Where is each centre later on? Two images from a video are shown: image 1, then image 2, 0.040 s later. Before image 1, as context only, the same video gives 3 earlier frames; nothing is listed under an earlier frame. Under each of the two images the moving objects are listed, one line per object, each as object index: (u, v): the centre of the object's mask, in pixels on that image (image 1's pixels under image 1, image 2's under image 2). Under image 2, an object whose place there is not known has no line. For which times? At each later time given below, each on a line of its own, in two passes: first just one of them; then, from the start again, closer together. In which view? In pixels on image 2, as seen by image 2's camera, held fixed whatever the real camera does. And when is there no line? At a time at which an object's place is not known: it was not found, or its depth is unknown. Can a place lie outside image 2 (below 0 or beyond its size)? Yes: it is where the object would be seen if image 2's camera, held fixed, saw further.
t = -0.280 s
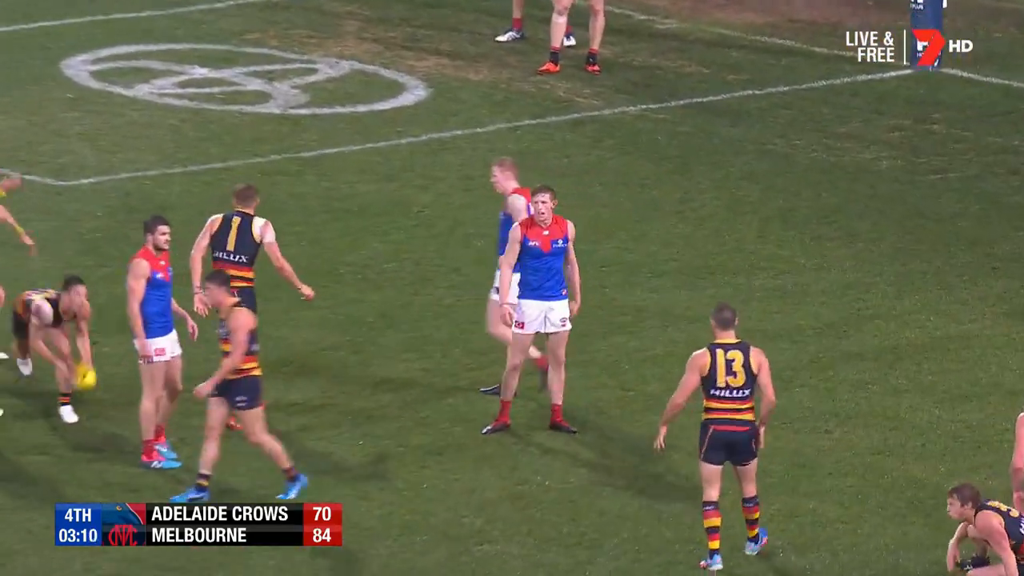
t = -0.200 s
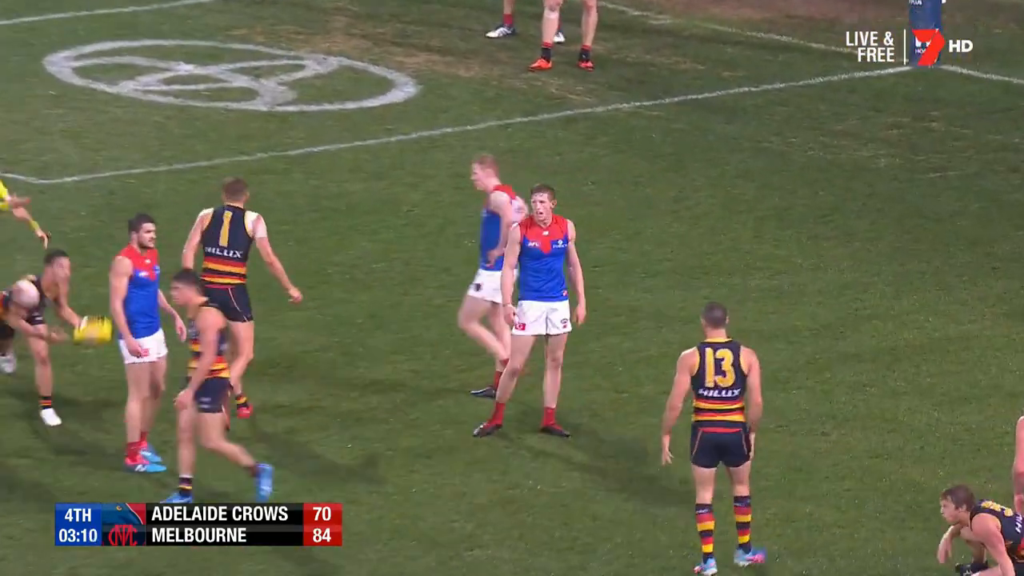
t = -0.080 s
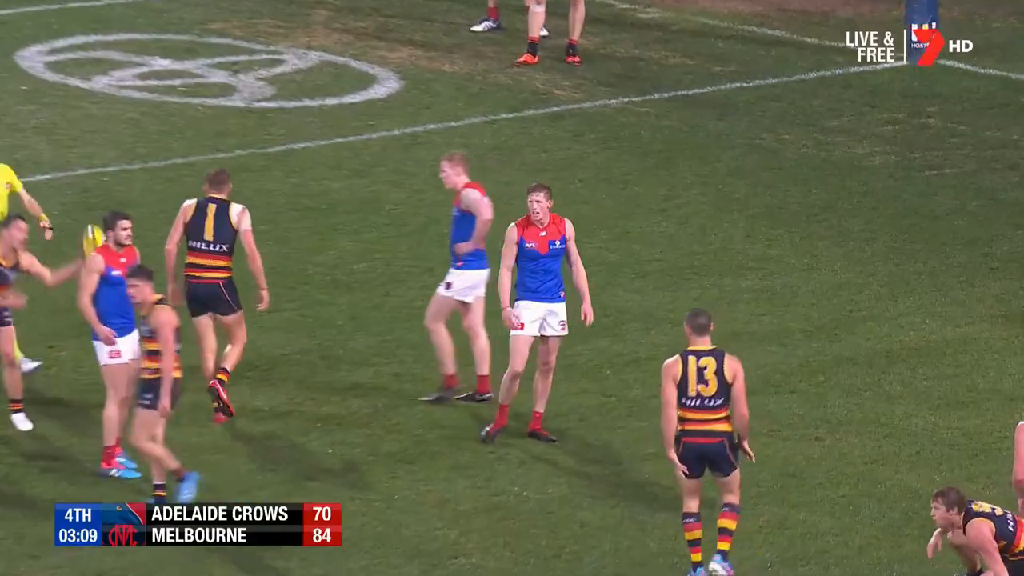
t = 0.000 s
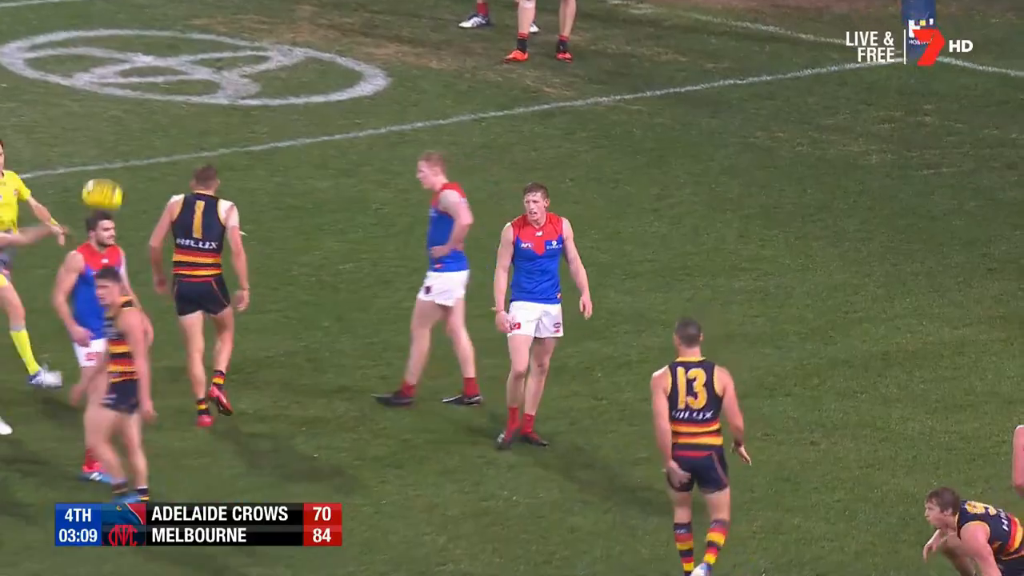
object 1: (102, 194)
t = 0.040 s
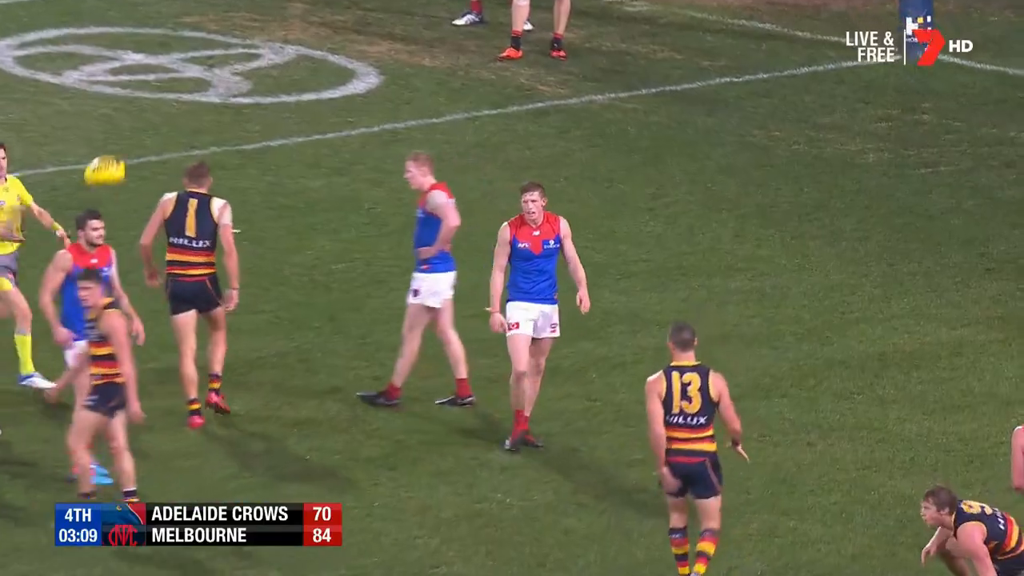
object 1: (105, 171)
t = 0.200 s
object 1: (151, 104)
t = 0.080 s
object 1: (116, 151)
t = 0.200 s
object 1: (151, 104)
